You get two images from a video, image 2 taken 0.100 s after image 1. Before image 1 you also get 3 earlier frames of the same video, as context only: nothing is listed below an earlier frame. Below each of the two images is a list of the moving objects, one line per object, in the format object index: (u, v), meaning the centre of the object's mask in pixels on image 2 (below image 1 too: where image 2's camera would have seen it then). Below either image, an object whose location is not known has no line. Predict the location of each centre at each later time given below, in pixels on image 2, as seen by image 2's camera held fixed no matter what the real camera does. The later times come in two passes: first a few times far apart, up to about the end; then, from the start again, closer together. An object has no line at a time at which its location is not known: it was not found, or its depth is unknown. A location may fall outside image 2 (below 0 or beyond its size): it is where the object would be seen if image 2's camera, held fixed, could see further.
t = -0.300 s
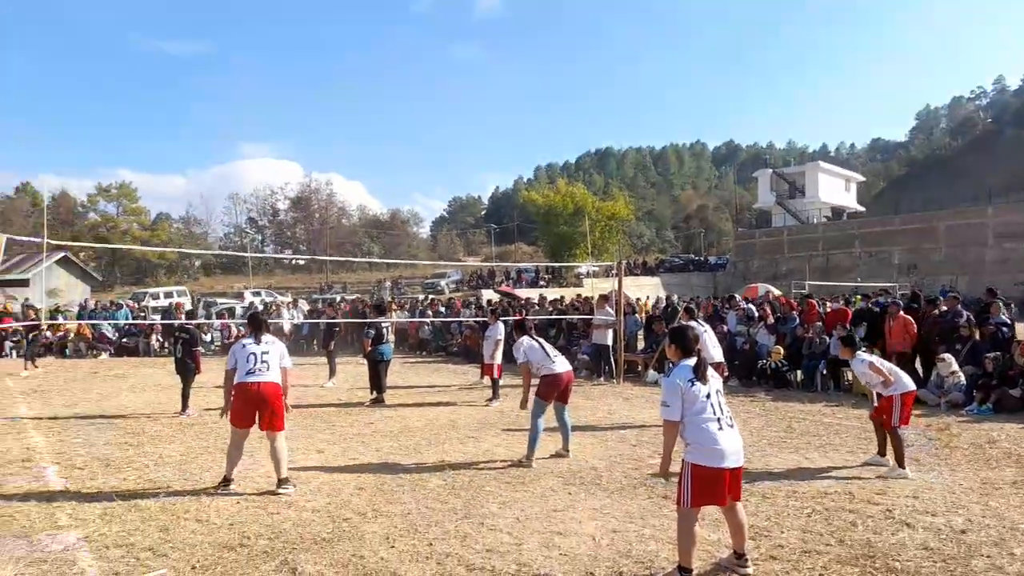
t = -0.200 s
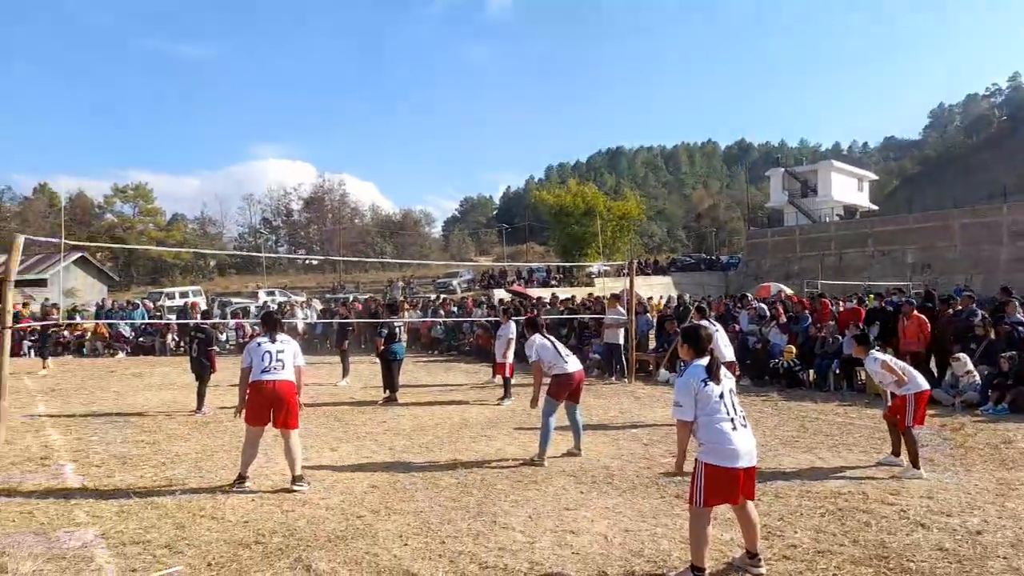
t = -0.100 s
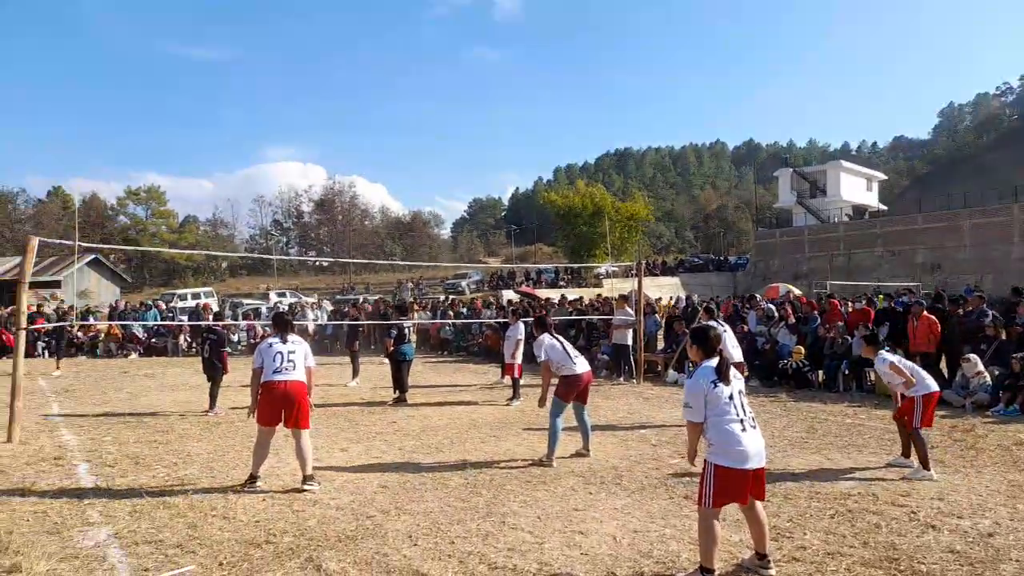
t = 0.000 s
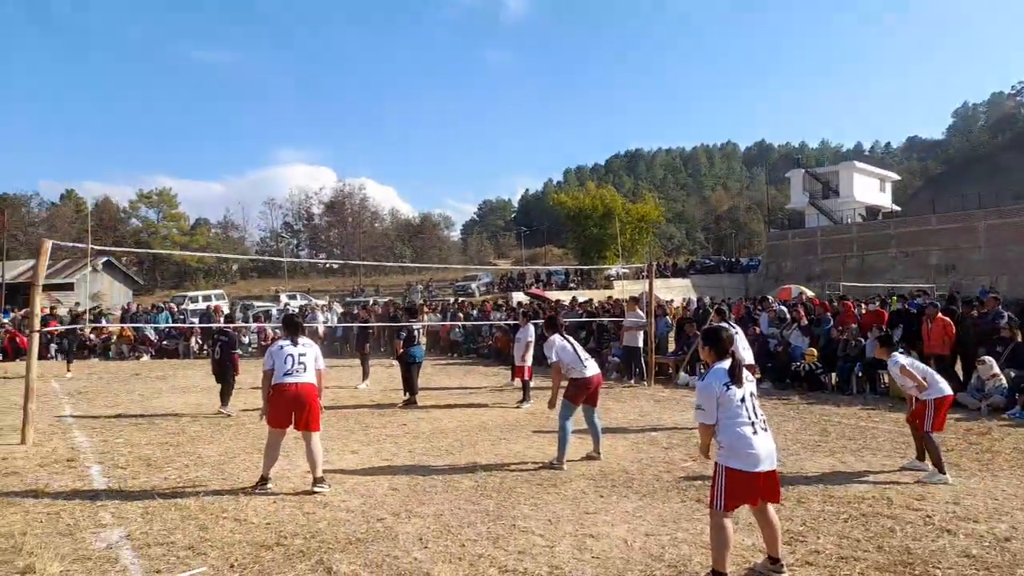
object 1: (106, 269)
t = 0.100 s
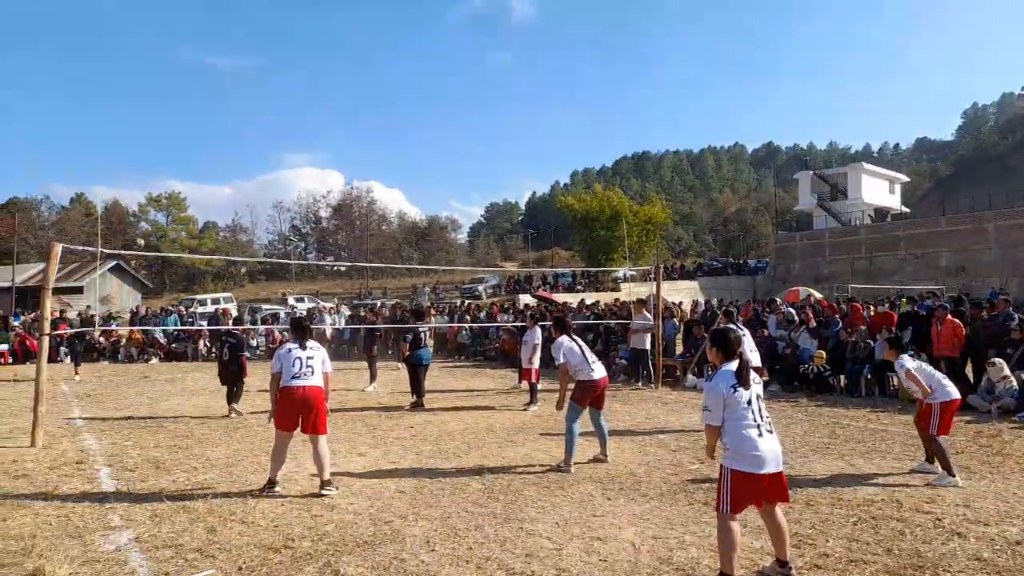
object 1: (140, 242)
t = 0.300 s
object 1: (208, 199)
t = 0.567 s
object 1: (322, 166)
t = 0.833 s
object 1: (460, 176)
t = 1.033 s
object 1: (585, 221)
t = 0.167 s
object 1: (161, 226)
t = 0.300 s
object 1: (208, 199)
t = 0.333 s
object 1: (221, 194)
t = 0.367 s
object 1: (234, 188)
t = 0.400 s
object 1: (248, 183)
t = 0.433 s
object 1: (262, 179)
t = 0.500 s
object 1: (292, 171)
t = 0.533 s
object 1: (307, 169)
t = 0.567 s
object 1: (322, 166)
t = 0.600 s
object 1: (338, 165)
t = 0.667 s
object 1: (370, 164)
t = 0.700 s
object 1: (388, 165)
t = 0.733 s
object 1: (405, 166)
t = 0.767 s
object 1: (423, 169)
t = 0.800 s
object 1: (441, 172)
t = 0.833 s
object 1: (460, 176)
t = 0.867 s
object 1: (479, 181)
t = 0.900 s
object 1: (499, 188)
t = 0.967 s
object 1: (542, 203)
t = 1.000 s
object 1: (564, 211)
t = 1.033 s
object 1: (585, 221)
